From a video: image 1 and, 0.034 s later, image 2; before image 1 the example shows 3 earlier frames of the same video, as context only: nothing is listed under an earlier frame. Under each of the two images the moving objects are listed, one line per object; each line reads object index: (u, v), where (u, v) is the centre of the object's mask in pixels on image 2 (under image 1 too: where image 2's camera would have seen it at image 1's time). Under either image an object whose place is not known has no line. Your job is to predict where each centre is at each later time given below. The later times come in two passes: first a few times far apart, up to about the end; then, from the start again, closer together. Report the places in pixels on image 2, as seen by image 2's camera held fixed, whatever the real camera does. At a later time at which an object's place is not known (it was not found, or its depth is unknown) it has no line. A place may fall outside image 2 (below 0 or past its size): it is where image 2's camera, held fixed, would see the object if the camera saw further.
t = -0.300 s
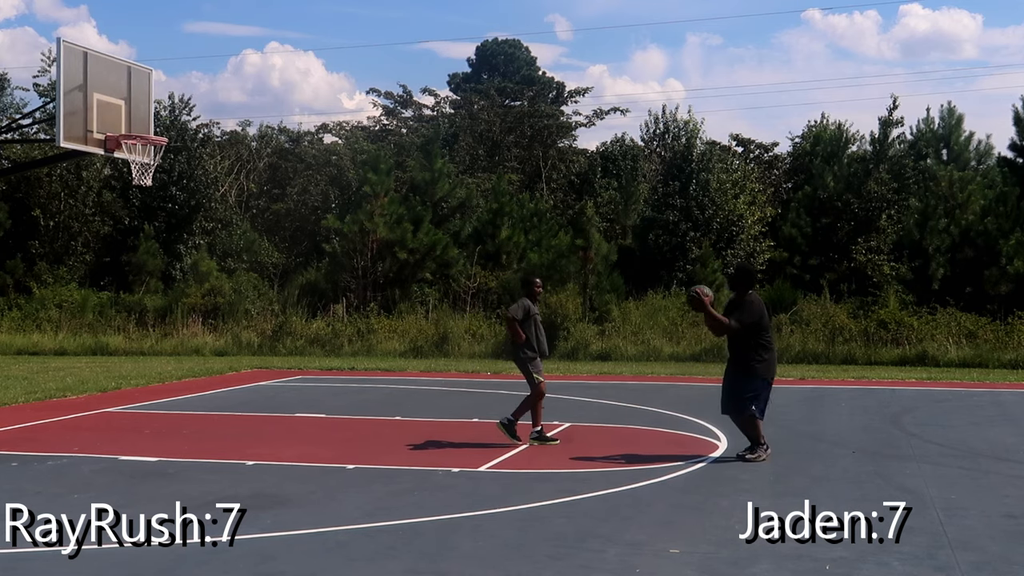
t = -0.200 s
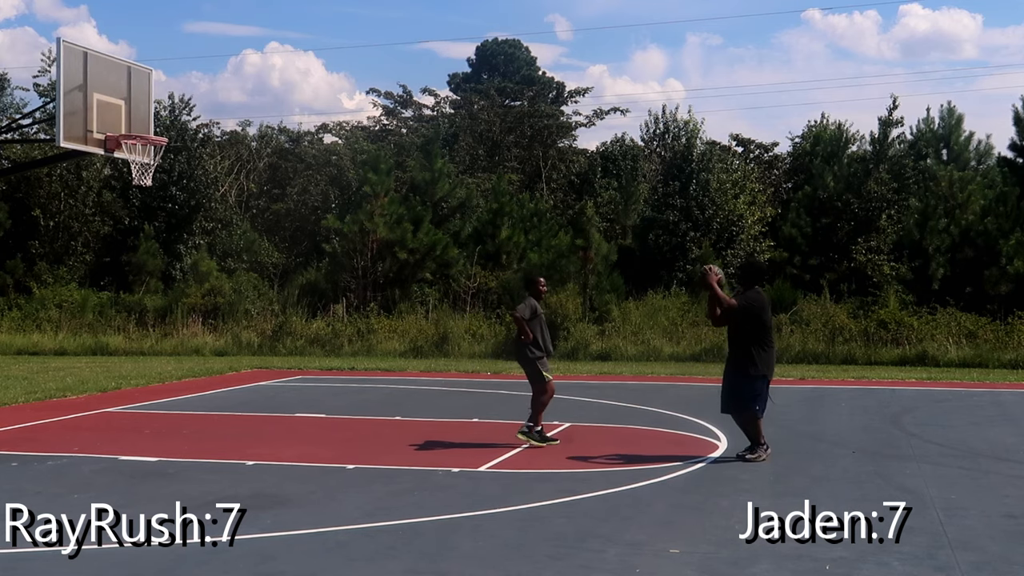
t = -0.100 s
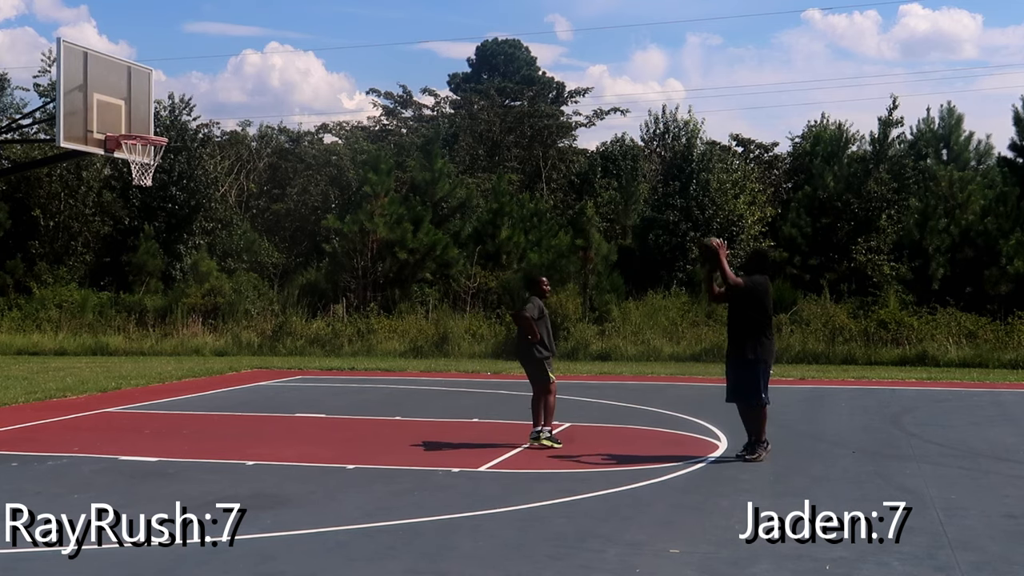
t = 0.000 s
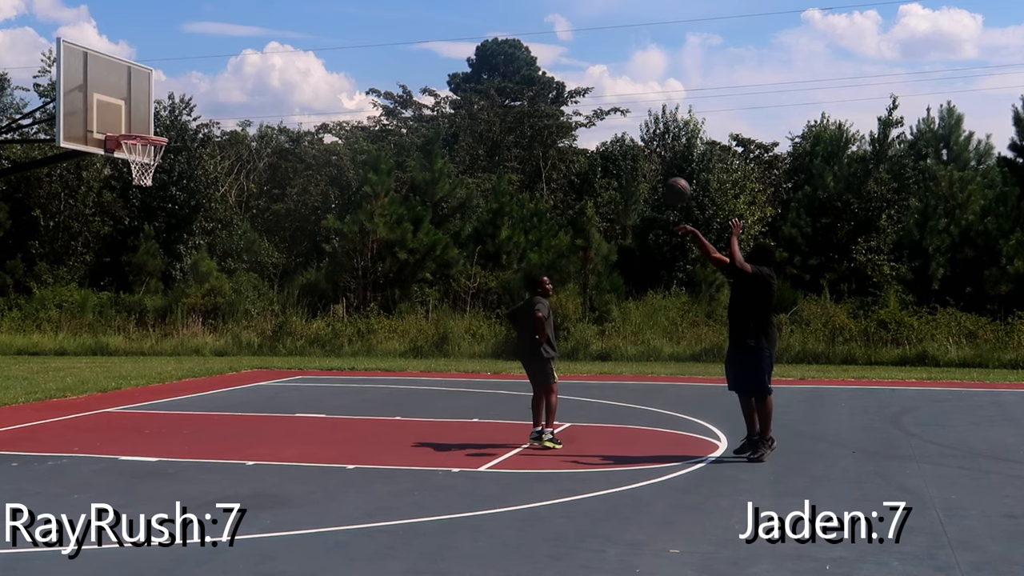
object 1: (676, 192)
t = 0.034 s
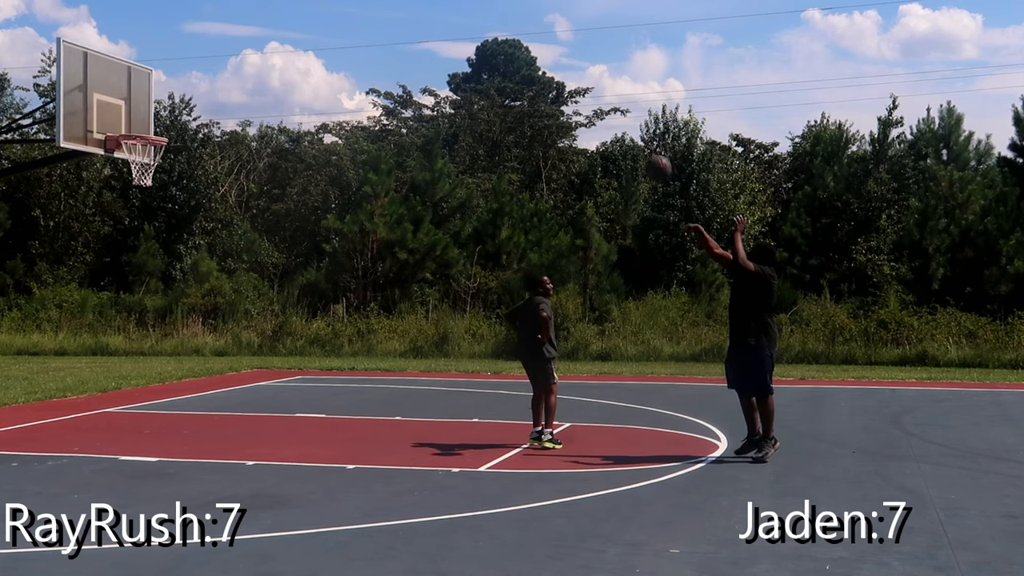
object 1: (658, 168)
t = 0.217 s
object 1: (559, 72)
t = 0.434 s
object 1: (453, 9)
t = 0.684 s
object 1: (341, 3)
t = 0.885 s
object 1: (258, 26)
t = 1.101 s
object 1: (174, 99)
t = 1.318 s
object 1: (124, 105)
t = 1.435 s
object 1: (103, 93)
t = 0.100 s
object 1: (621, 128)
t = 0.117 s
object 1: (612, 119)
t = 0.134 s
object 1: (603, 110)
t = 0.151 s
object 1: (594, 102)
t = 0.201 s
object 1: (568, 79)
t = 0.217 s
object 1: (559, 72)
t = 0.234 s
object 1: (551, 65)
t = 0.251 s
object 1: (542, 58)
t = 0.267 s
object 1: (534, 52)
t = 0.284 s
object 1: (526, 46)
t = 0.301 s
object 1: (518, 41)
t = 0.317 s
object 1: (509, 35)
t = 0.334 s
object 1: (501, 31)
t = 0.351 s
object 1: (492, 26)
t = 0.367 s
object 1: (484, 22)
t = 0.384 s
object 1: (476, 18)
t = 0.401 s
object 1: (468, 14)
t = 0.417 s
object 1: (461, 11)
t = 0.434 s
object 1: (453, 9)
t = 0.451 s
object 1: (445, 7)
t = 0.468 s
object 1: (437, 6)
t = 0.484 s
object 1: (429, 5)
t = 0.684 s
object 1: (341, 3)
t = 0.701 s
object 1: (333, 3)
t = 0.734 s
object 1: (319, 4)
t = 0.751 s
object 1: (312, 5)
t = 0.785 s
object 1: (299, 8)
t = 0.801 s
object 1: (292, 9)
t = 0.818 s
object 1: (285, 11)
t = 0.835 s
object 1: (278, 14)
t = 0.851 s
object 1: (271, 18)
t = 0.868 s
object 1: (264, 22)
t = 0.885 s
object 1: (258, 26)
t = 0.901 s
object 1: (251, 30)
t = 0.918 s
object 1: (244, 34)
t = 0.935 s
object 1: (238, 39)
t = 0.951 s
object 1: (231, 44)
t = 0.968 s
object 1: (225, 49)
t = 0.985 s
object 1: (218, 55)
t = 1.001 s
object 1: (212, 61)
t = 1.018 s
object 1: (206, 66)
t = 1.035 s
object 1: (199, 72)
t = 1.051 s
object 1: (193, 79)
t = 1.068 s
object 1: (186, 85)
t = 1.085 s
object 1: (180, 92)
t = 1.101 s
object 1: (174, 99)
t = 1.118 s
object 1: (168, 106)
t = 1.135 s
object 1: (161, 114)
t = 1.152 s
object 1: (155, 122)
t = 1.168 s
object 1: (150, 128)
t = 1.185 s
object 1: (147, 129)
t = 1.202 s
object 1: (142, 127)
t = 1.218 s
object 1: (140, 124)
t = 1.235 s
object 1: (137, 121)
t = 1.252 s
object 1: (134, 117)
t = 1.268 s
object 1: (132, 114)
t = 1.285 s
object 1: (129, 111)
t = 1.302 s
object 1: (126, 108)
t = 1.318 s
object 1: (124, 105)
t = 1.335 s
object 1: (121, 103)
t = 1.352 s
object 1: (118, 100)
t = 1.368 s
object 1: (115, 99)
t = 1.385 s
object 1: (112, 97)
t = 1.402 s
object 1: (109, 95)
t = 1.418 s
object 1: (106, 94)
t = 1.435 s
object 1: (103, 93)
